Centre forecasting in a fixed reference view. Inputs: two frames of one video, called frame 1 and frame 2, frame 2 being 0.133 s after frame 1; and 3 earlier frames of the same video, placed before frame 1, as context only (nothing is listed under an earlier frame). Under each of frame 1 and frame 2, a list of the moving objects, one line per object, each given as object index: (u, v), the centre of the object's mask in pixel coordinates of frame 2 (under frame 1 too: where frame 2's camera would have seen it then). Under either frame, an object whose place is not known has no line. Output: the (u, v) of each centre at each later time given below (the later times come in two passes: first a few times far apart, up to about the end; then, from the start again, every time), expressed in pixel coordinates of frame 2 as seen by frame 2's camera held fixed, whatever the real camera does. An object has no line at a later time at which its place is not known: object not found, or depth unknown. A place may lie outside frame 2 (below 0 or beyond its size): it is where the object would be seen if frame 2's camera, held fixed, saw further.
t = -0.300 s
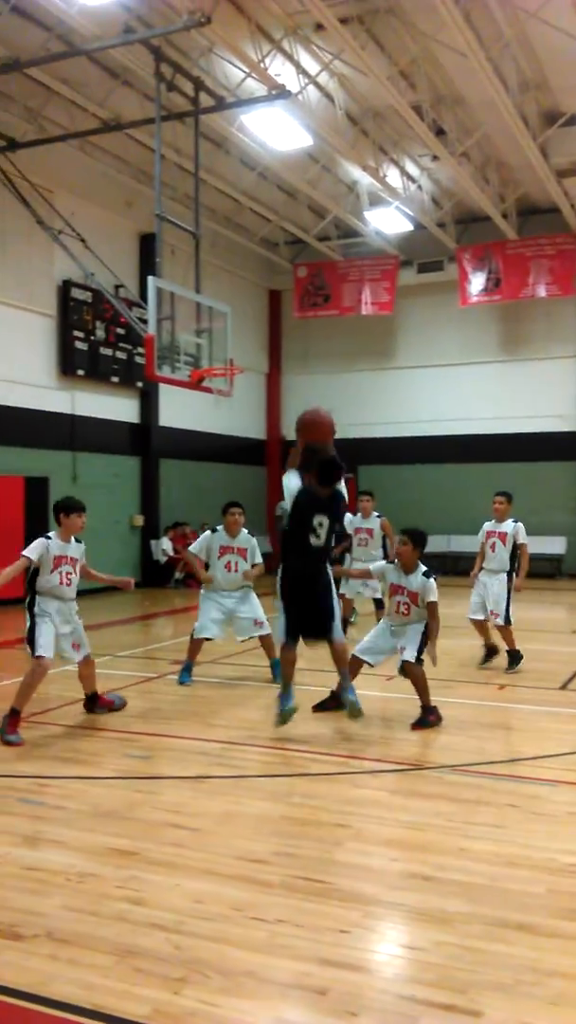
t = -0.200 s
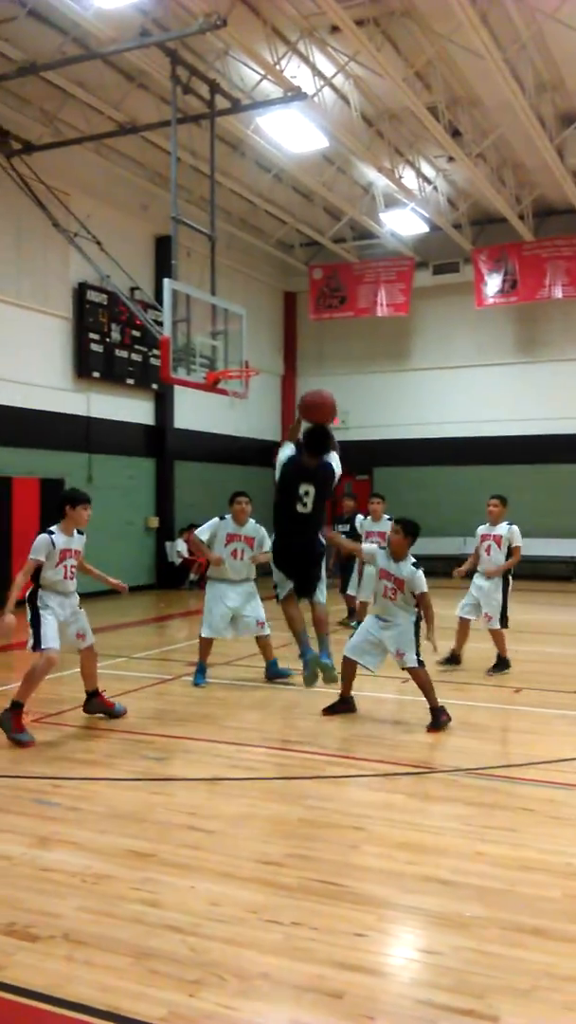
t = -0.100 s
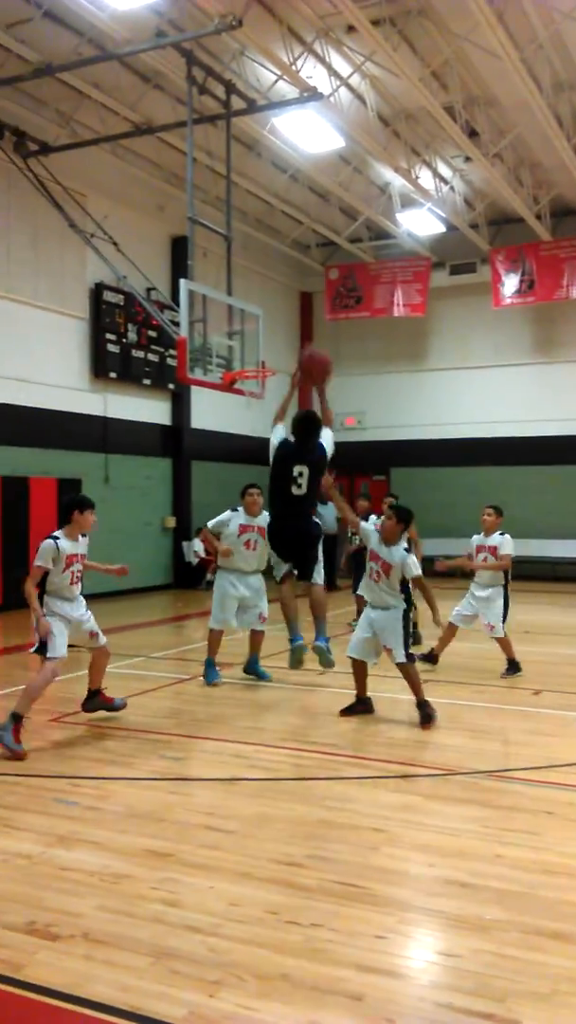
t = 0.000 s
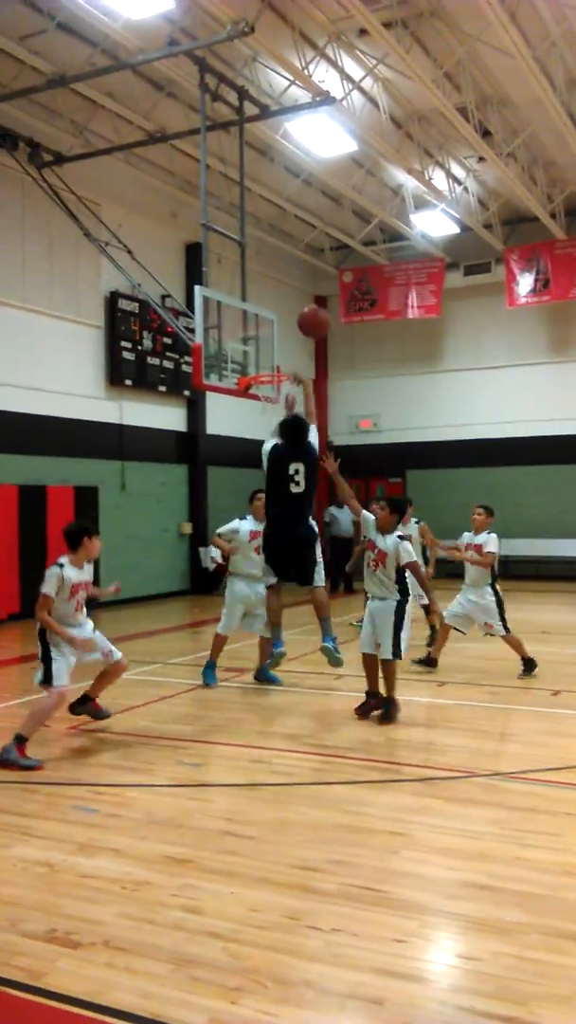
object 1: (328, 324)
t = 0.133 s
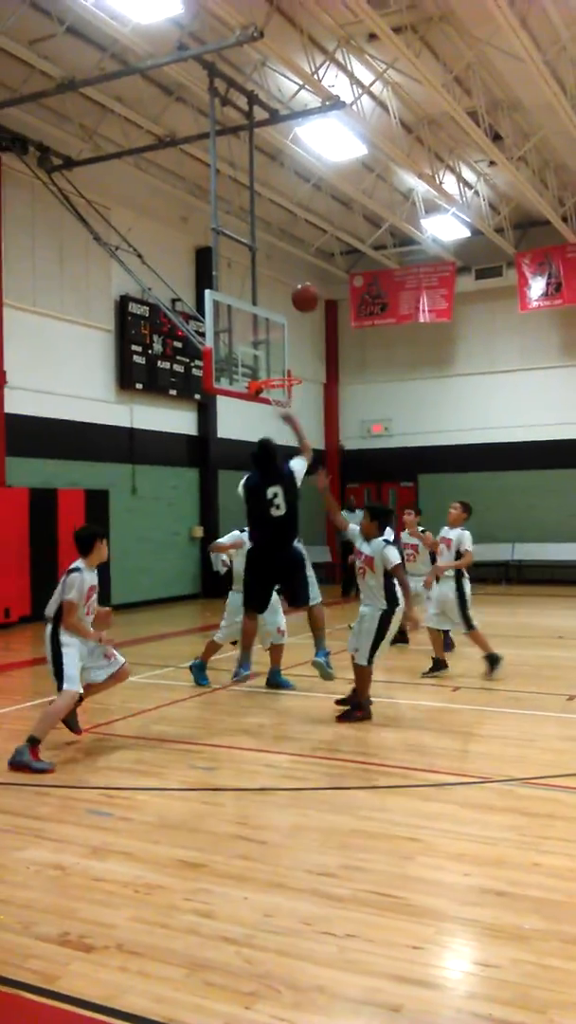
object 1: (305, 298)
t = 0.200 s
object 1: (298, 293)
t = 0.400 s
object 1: (278, 307)
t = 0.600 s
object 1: (265, 351)
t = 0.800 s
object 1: (276, 355)
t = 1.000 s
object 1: (308, 353)
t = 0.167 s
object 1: (302, 295)
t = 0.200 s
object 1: (298, 293)
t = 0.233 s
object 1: (294, 293)
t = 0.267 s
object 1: (290, 294)
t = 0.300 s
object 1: (287, 296)
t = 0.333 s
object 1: (284, 299)
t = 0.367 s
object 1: (281, 303)
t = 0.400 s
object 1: (278, 307)
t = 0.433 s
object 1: (276, 312)
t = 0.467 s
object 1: (274, 319)
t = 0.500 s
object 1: (271, 326)
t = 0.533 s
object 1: (269, 334)
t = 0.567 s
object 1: (267, 342)
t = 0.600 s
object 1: (265, 351)
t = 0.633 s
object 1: (263, 360)
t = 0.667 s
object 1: (261, 371)
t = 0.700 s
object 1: (262, 369)
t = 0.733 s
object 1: (267, 363)
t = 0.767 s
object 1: (272, 359)
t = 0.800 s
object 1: (276, 355)
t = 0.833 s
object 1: (282, 353)
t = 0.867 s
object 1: (287, 351)
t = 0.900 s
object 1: (292, 350)
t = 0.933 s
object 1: (297, 350)
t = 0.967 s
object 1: (302, 351)
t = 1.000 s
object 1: (308, 353)
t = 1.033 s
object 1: (312, 356)
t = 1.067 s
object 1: (317, 359)
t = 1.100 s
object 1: (321, 363)
